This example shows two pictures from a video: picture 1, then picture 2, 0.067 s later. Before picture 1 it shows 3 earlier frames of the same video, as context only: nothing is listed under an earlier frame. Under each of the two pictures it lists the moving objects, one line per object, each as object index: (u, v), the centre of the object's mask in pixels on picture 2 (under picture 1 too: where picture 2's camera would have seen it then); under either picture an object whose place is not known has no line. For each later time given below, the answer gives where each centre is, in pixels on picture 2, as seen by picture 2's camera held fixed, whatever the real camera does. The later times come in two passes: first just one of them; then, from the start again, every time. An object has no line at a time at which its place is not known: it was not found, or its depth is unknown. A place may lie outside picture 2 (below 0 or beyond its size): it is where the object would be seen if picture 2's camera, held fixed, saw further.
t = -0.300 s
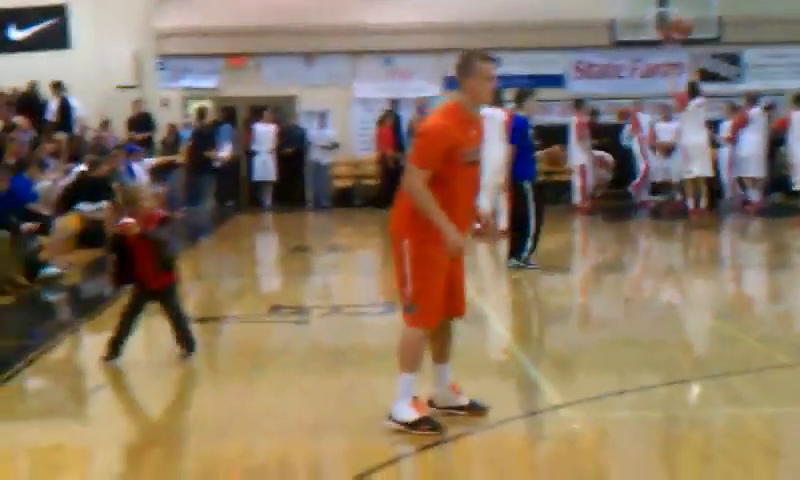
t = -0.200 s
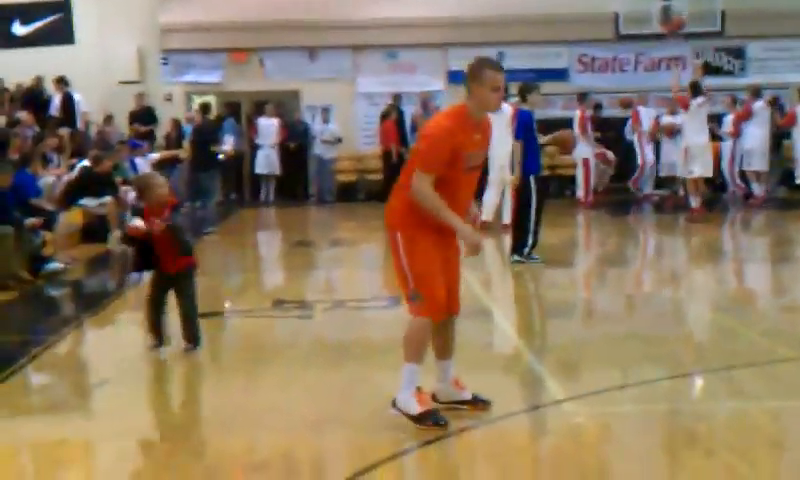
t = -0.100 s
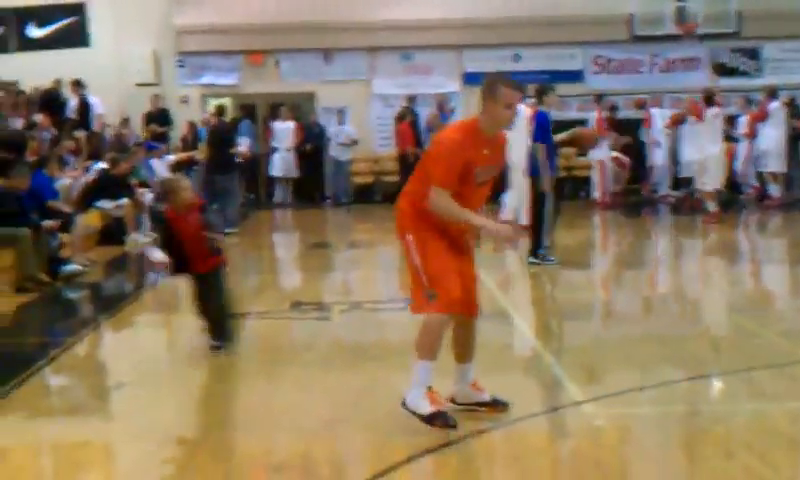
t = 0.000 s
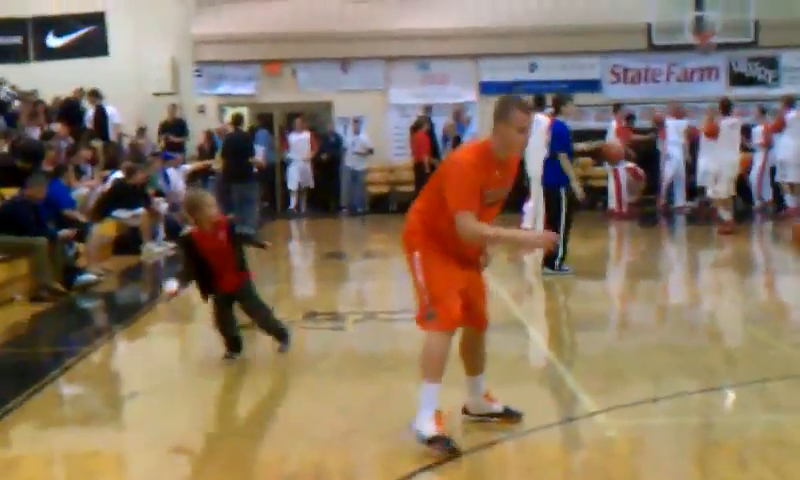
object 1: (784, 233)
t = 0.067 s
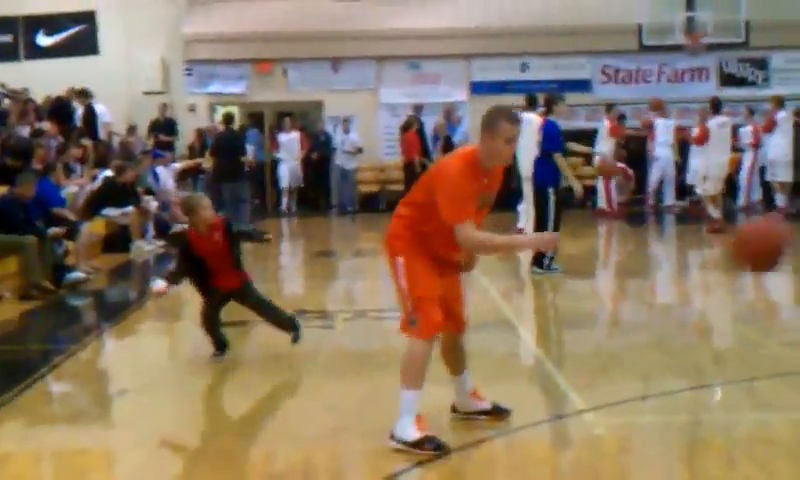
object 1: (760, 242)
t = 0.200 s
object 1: (659, 296)
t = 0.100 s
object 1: (734, 252)
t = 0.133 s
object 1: (710, 262)
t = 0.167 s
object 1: (685, 280)
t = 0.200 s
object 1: (659, 296)
